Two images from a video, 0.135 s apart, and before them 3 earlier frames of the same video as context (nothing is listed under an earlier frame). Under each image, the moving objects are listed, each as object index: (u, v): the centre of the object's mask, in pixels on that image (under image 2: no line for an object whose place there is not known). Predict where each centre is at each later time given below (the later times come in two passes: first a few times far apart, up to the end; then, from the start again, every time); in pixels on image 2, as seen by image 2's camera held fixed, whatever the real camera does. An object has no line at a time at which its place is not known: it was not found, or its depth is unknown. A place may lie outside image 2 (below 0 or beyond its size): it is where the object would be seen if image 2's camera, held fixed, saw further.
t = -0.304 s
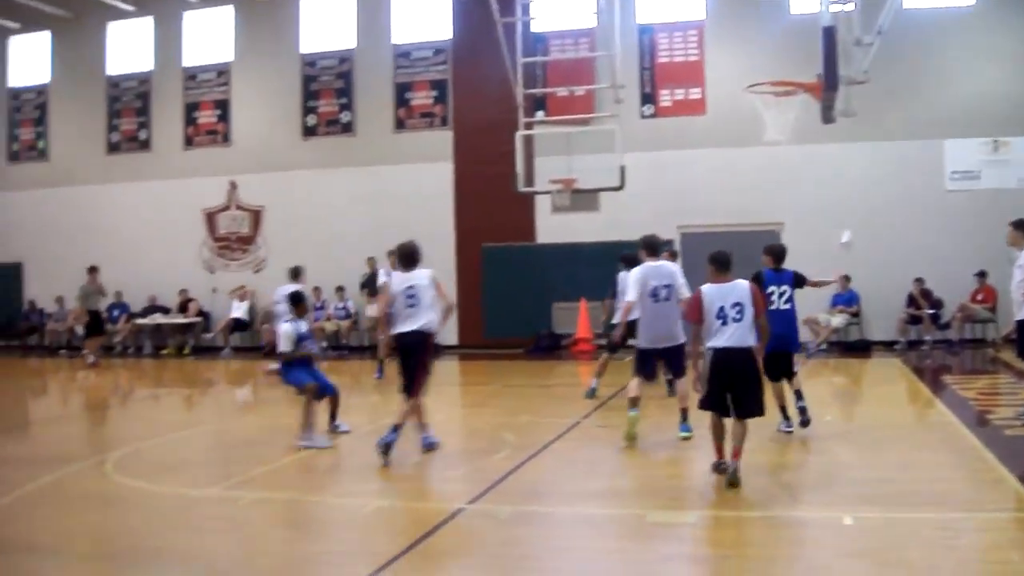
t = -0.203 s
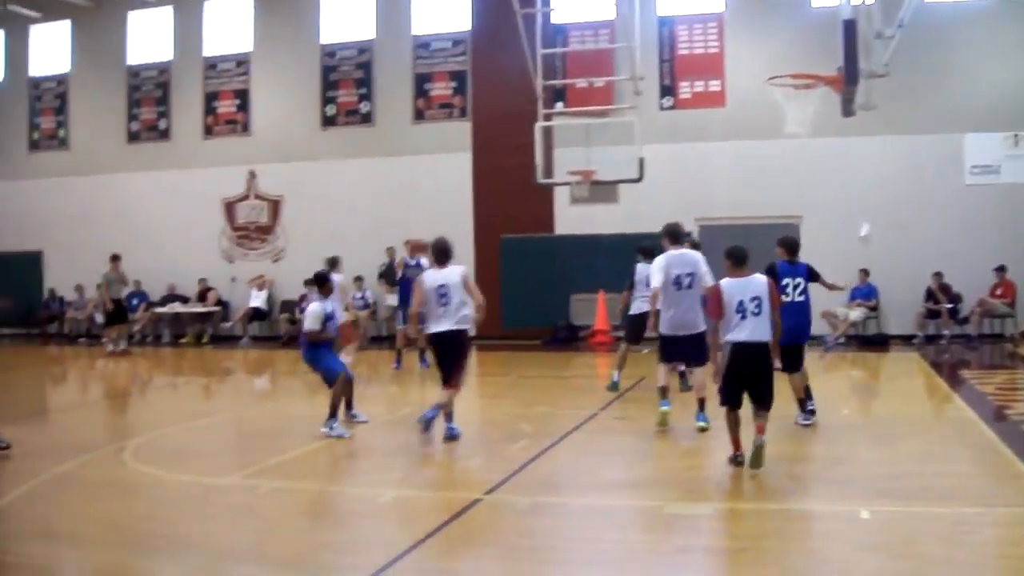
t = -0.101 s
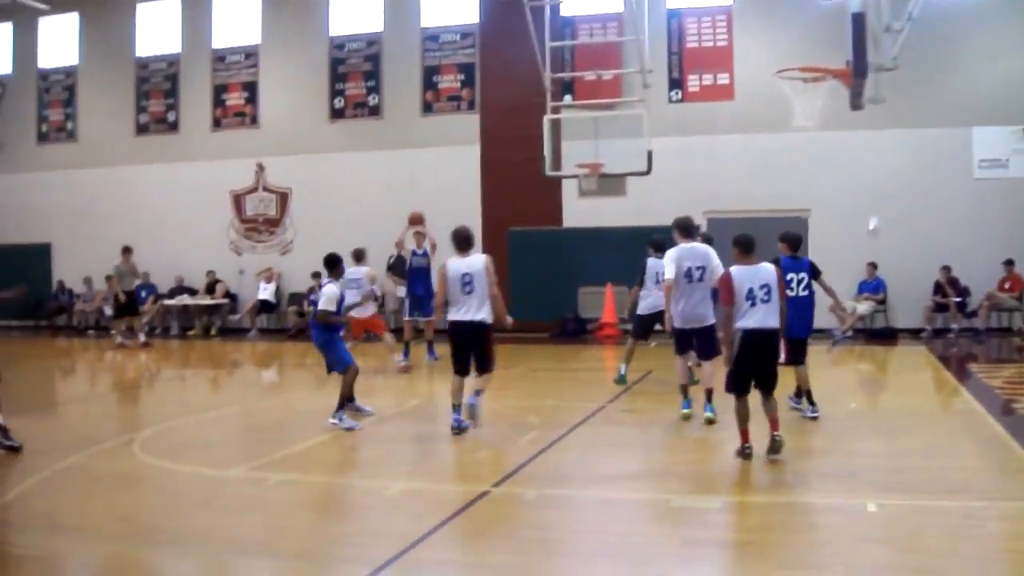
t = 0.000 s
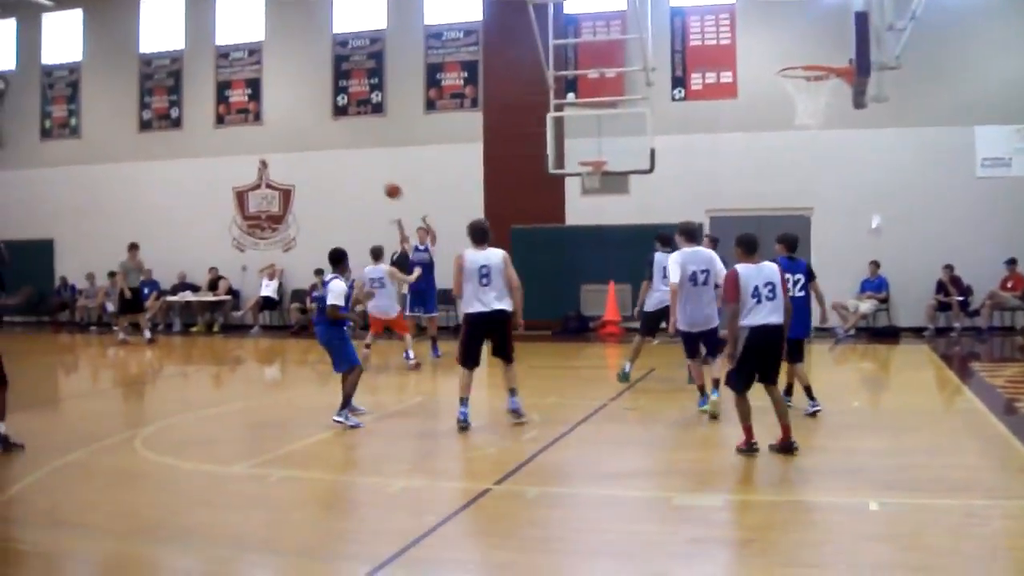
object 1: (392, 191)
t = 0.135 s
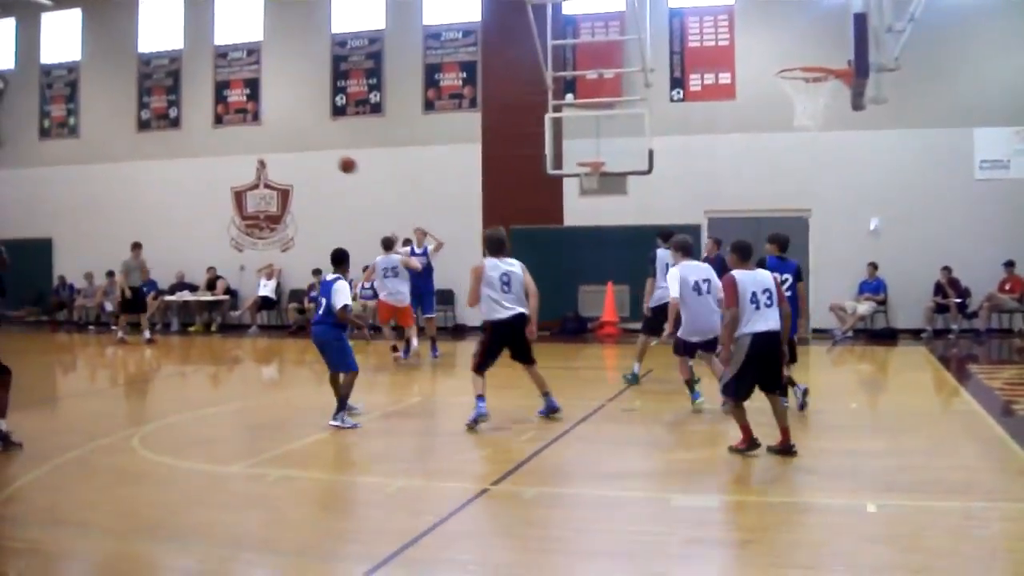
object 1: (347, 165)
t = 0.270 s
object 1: (297, 150)
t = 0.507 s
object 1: (195, 159)
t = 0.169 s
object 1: (335, 160)
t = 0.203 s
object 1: (323, 156)
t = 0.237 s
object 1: (310, 152)
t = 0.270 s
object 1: (297, 150)
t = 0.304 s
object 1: (284, 148)
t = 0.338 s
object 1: (270, 147)
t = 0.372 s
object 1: (256, 147)
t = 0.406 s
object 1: (240, 148)
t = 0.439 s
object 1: (225, 150)
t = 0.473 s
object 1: (210, 154)
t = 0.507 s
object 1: (195, 159)
